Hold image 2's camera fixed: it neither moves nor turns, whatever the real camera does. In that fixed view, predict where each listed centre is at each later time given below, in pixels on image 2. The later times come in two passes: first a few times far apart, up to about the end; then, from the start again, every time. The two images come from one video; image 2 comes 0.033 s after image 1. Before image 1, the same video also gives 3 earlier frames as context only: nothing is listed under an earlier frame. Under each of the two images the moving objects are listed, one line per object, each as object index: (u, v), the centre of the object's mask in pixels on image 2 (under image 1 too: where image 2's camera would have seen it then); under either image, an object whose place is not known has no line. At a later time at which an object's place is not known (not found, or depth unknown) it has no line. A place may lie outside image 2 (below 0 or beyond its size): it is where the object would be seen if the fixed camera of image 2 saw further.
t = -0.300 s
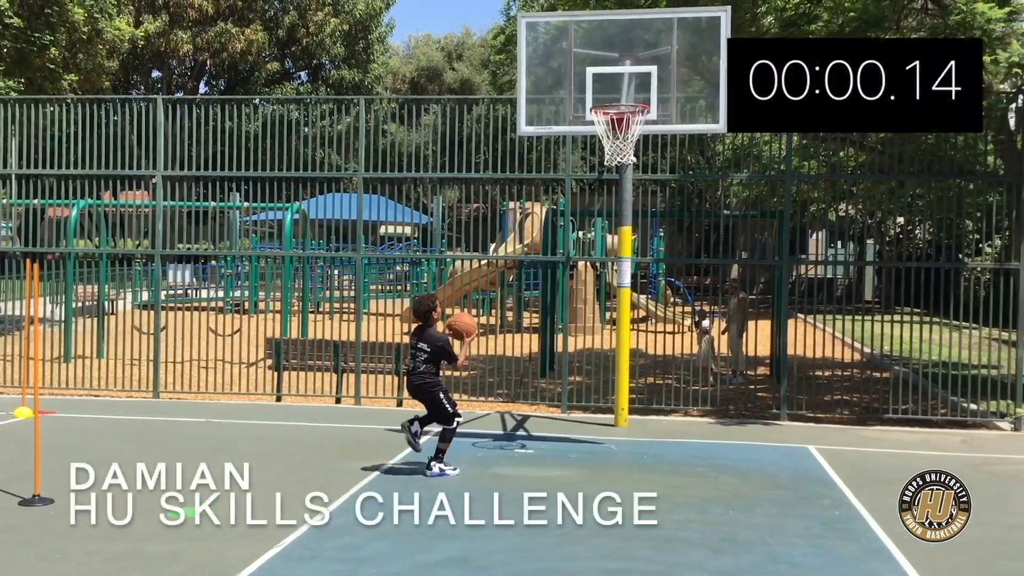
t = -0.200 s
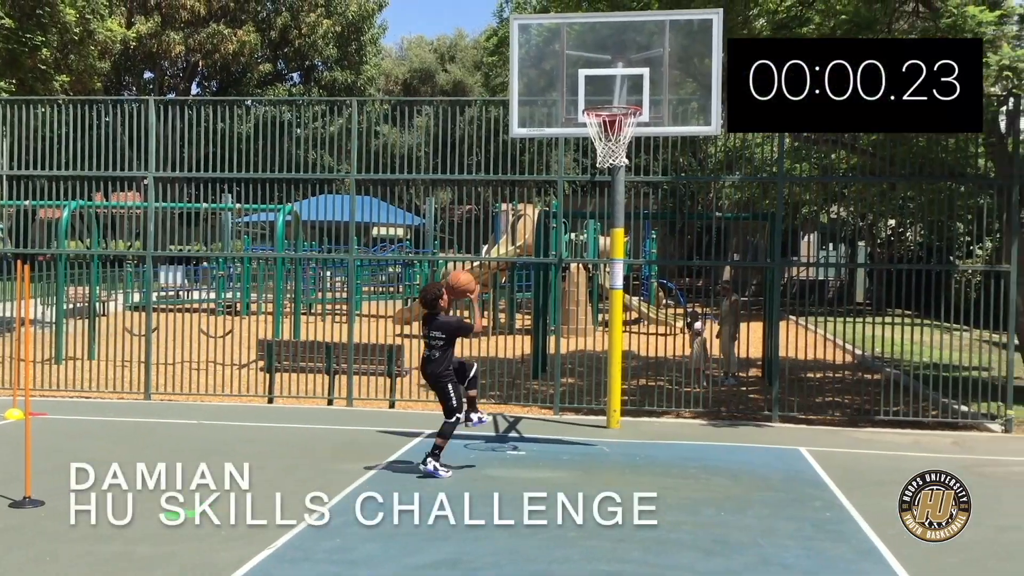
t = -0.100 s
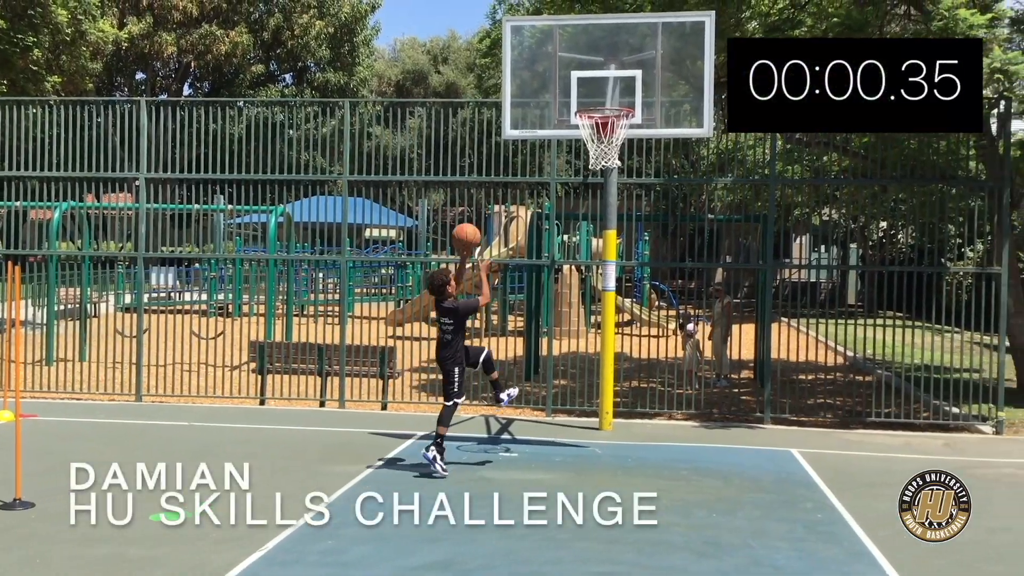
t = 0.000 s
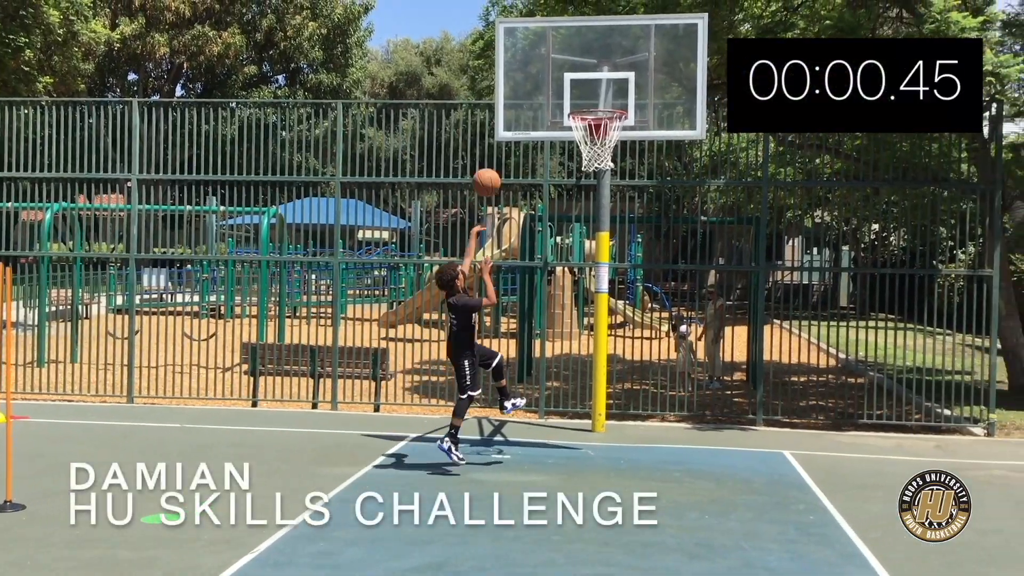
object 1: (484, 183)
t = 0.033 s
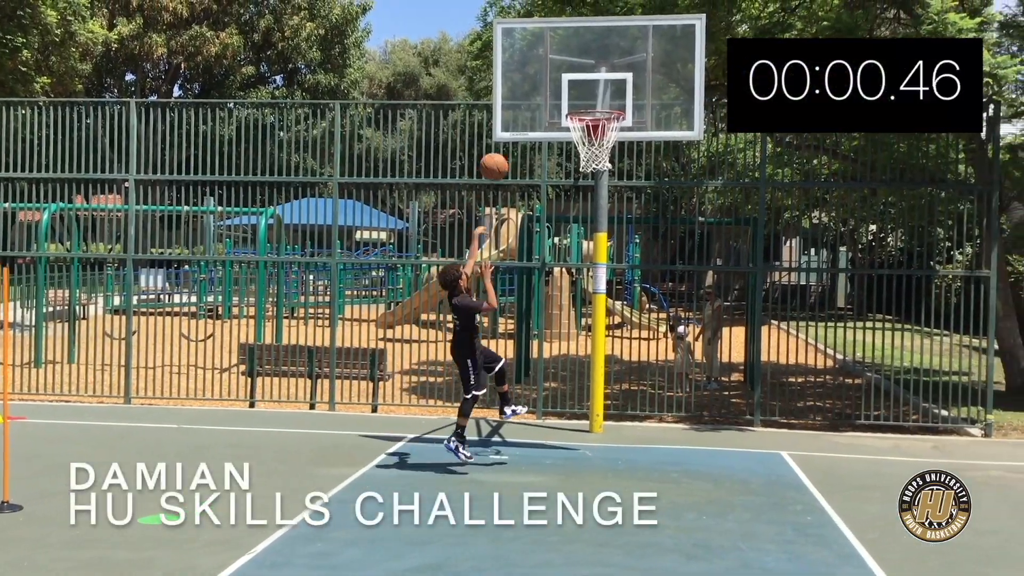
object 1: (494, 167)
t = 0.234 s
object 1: (548, 100)
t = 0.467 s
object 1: (582, 89)
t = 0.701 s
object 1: (597, 129)
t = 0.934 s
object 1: (598, 145)
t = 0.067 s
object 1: (503, 152)
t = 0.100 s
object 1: (513, 139)
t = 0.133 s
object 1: (522, 127)
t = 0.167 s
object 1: (531, 117)
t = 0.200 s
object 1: (540, 107)
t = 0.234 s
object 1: (548, 100)
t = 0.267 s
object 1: (557, 93)
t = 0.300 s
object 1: (563, 89)
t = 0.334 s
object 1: (567, 86)
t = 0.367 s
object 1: (570, 85)
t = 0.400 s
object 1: (574, 86)
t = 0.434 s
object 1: (578, 86)
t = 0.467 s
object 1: (582, 89)
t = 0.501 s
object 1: (585, 93)
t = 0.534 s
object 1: (589, 97)
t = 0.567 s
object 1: (593, 101)
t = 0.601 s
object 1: (594, 109)
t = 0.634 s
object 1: (595, 115)
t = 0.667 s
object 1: (597, 122)
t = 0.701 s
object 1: (597, 129)
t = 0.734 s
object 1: (598, 135)
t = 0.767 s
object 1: (598, 136)
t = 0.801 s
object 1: (597, 137)
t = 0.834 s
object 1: (600, 137)
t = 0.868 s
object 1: (600, 143)
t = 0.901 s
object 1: (598, 144)
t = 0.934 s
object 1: (598, 145)
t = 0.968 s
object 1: (597, 146)
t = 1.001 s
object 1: (596, 147)
